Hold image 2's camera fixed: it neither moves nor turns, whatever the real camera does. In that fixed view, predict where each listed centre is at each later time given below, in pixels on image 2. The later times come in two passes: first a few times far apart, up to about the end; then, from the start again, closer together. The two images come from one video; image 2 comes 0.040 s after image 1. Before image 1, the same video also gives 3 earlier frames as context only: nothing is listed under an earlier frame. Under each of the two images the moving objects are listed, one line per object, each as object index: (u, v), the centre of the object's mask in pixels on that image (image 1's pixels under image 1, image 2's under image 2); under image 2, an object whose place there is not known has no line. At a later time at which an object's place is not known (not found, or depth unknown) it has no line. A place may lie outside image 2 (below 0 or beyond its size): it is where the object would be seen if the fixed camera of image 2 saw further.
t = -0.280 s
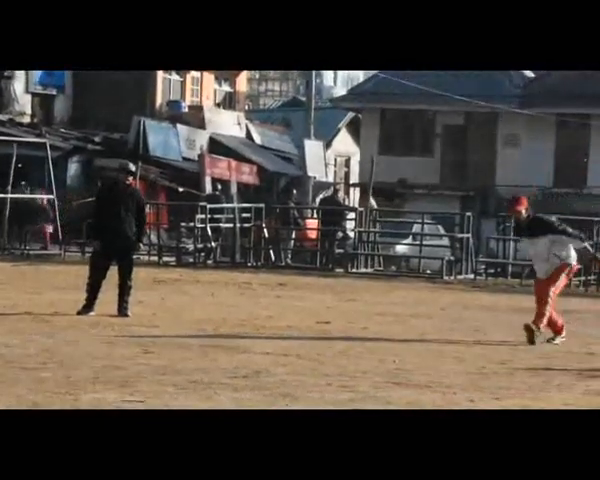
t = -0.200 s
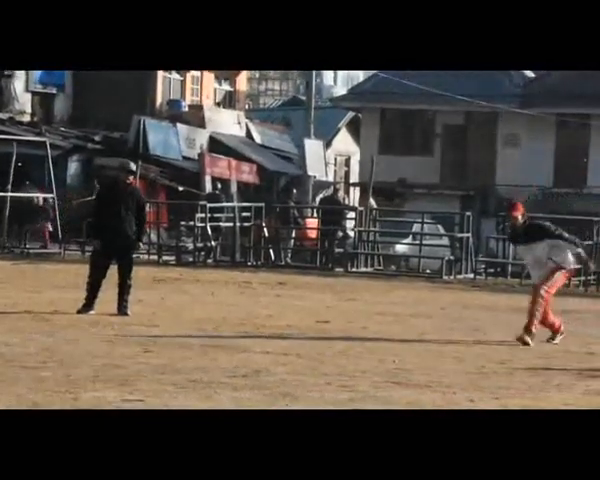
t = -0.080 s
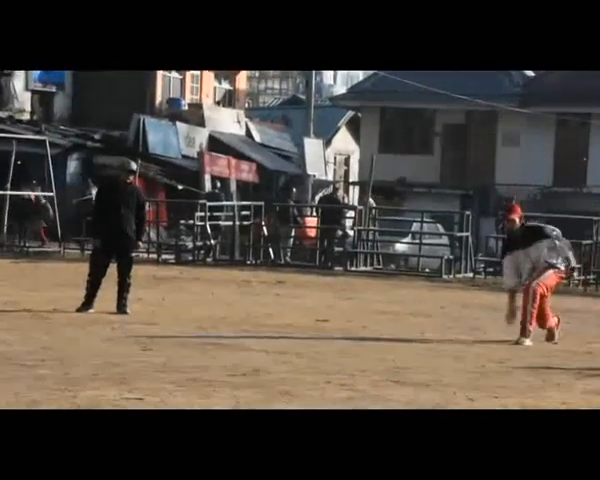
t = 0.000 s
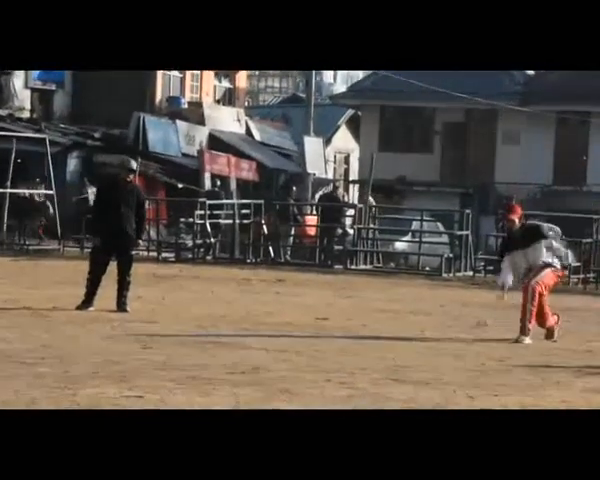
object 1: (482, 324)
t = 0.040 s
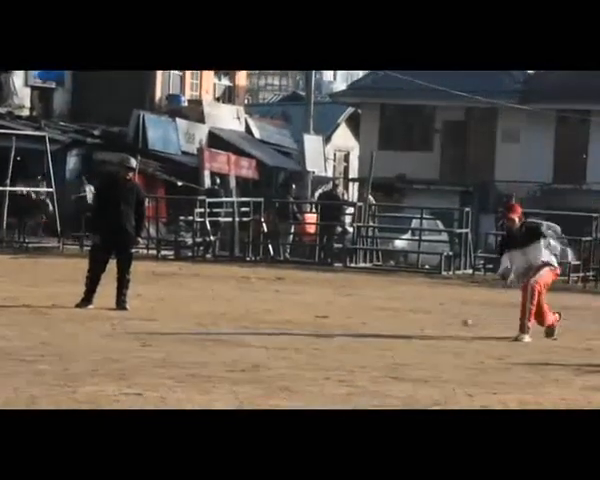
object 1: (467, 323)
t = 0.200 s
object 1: (396, 348)
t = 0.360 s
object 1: (325, 342)
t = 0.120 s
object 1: (430, 333)
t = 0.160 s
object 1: (418, 339)
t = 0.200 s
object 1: (396, 348)
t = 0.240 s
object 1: (380, 345)
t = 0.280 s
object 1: (367, 343)
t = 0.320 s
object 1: (346, 342)
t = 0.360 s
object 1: (325, 342)
